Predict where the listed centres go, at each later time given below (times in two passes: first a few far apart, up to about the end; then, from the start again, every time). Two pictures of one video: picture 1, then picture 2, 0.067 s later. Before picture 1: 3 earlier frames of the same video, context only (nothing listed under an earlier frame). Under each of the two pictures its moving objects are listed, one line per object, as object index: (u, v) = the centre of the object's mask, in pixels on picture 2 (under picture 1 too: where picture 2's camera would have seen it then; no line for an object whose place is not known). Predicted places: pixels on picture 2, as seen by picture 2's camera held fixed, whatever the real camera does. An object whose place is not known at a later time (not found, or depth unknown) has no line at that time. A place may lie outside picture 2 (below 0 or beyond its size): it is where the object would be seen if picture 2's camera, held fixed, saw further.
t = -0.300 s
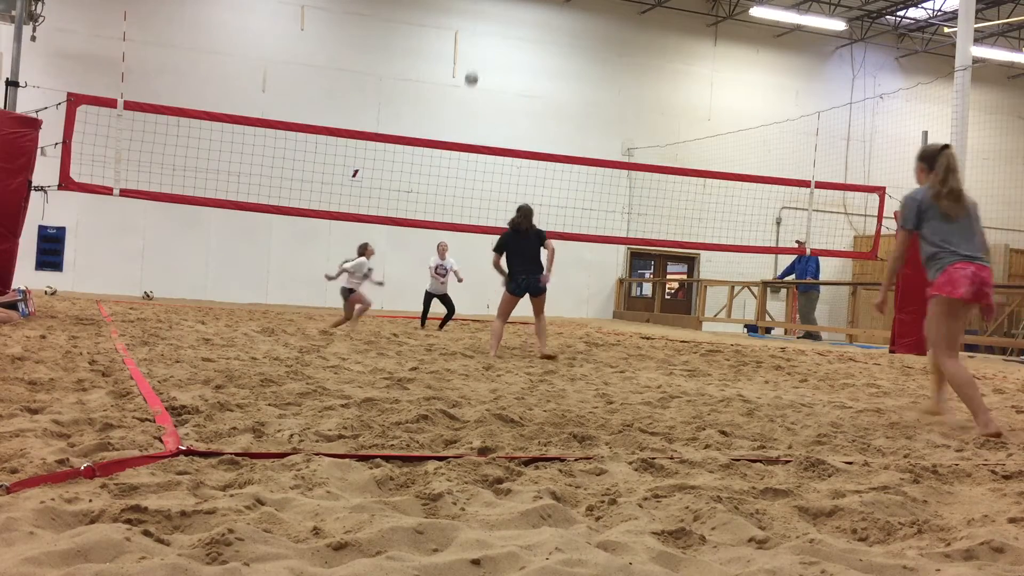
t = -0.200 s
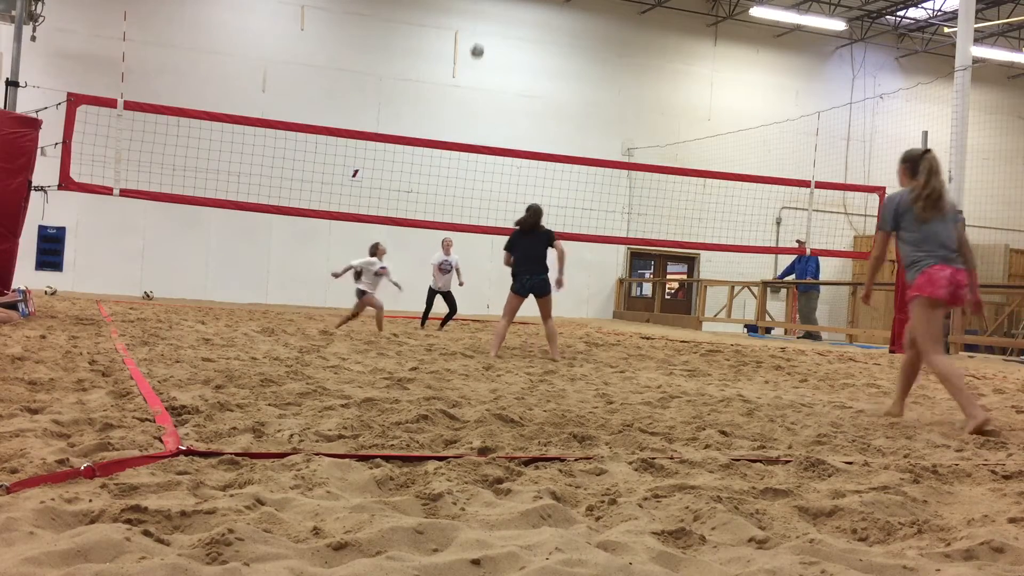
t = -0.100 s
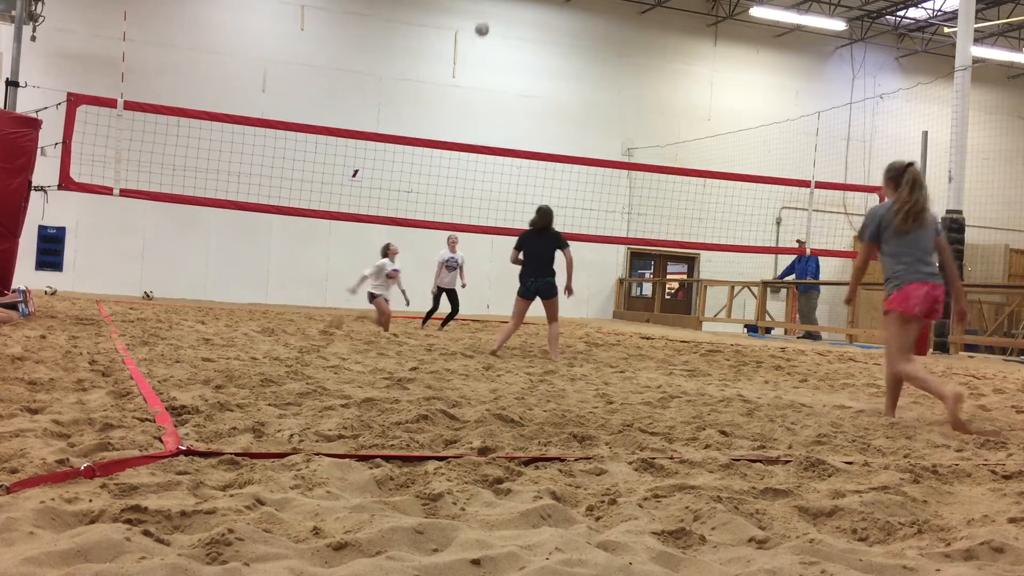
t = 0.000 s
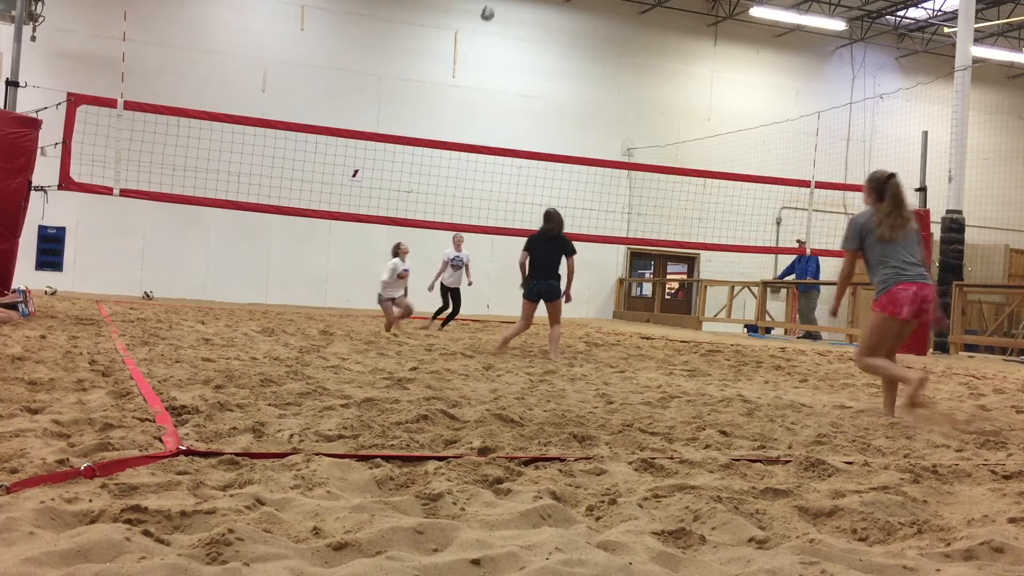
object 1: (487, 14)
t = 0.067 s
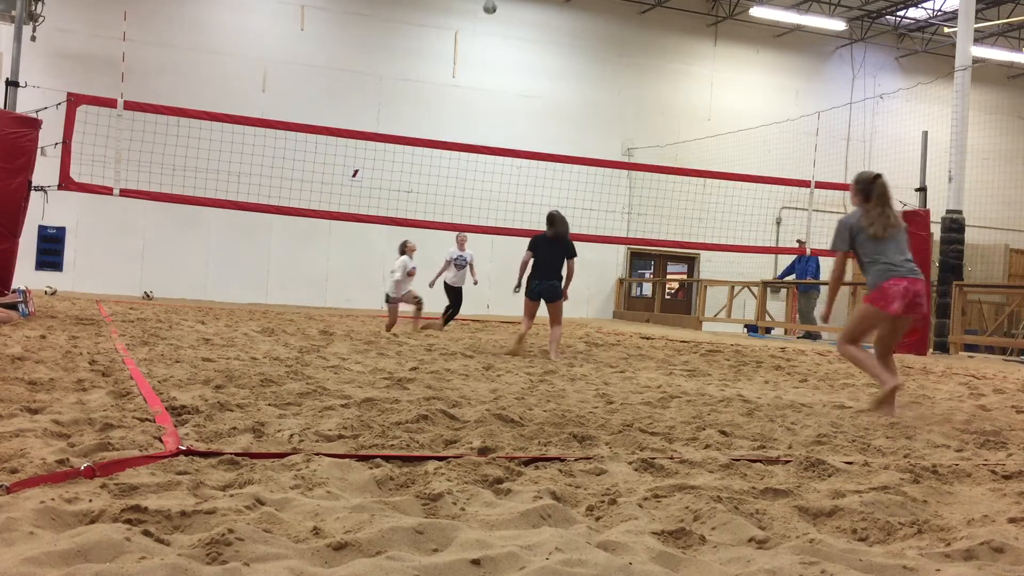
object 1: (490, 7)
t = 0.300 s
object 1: (499, 6)
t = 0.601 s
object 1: (510, 62)
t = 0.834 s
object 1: (515, 162)
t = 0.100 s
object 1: (491, 5)
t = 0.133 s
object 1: (493, 4)
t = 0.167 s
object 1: (494, 4)
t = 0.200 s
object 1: (496, 4)
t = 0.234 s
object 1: (497, 5)
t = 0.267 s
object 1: (498, 5)
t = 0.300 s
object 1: (499, 6)
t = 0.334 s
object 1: (501, 8)
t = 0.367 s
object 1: (502, 13)
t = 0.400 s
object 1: (503, 16)
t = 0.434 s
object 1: (504, 23)
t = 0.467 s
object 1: (505, 28)
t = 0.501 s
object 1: (507, 35)
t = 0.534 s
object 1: (508, 43)
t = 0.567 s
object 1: (509, 53)
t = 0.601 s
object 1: (510, 62)
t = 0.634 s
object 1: (510, 73)
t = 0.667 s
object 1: (512, 85)
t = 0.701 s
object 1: (512, 96)
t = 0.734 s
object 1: (513, 110)
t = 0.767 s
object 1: (514, 125)
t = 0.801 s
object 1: (514, 140)
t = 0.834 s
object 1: (515, 162)
